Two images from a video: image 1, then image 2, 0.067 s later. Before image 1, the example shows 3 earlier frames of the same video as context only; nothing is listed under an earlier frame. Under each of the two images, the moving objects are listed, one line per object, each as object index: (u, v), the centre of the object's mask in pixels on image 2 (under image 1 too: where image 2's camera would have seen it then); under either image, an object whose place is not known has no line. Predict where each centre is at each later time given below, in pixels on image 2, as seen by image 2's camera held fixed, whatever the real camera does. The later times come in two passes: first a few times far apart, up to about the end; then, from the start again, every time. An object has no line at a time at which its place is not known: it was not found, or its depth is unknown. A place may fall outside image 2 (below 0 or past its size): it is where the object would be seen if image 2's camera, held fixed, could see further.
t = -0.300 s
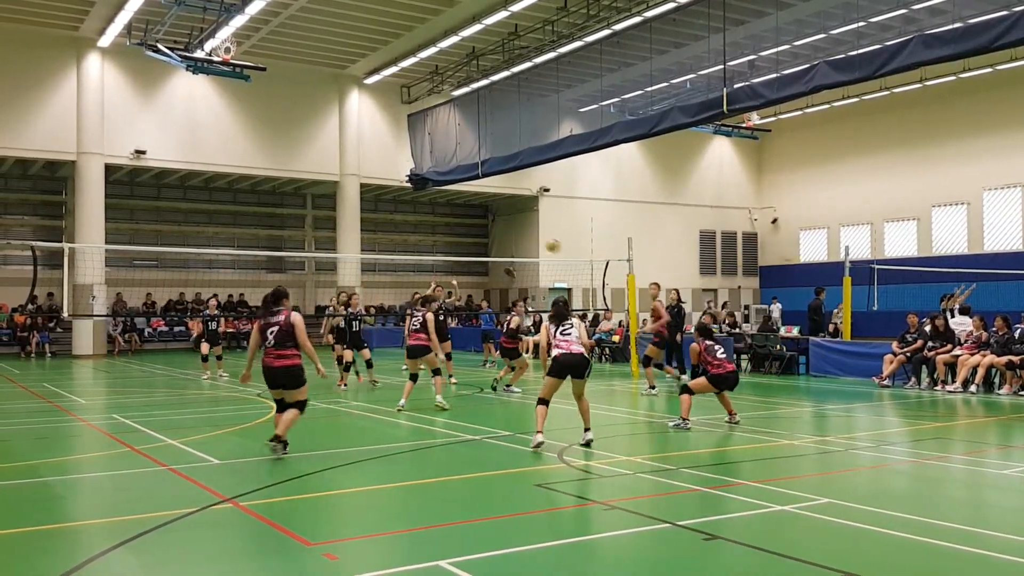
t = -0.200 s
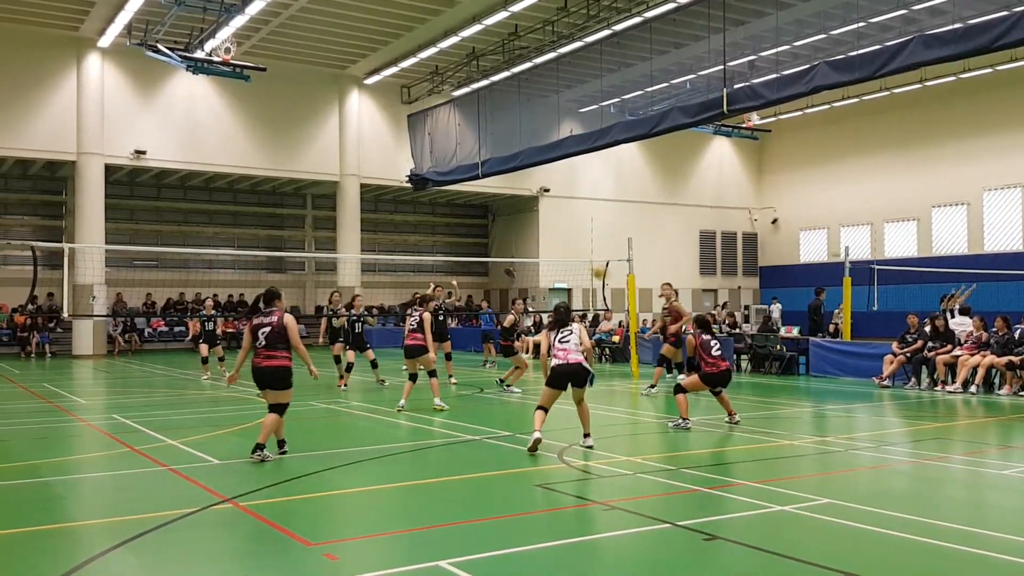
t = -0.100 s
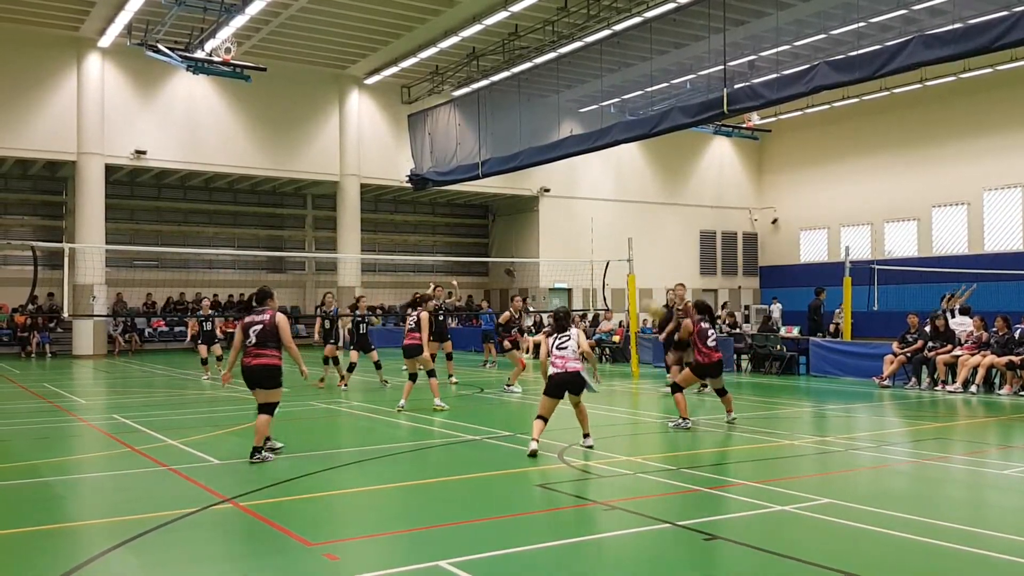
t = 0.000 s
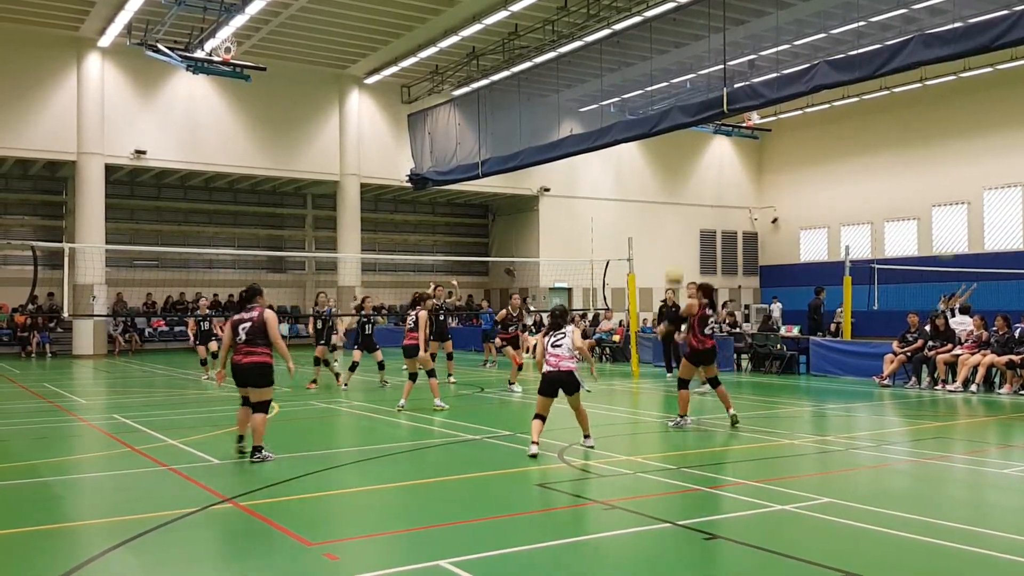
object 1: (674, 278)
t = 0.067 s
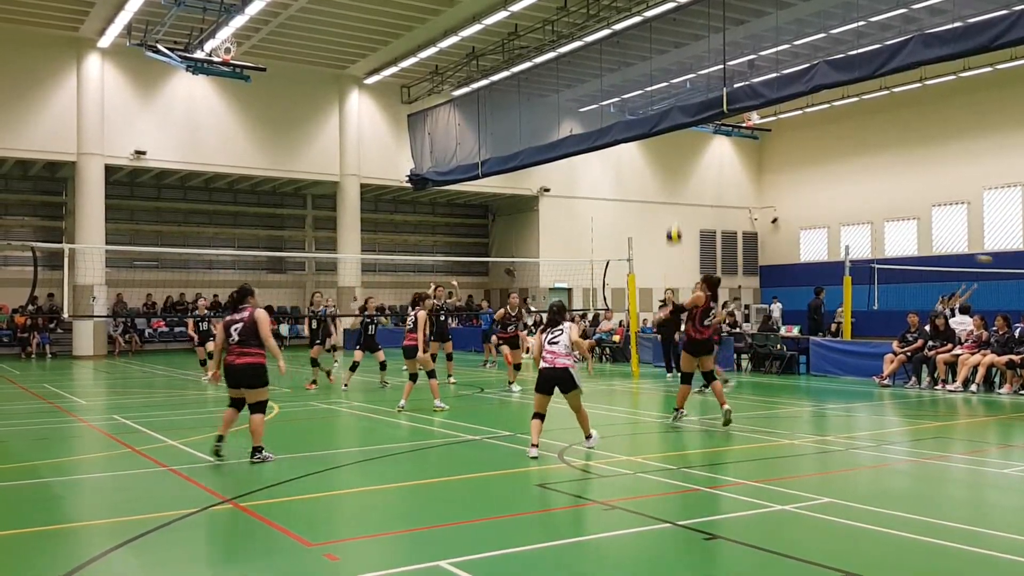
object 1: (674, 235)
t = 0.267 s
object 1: (673, 132)
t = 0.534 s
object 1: (676, 57)
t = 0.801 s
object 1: (679, 42)
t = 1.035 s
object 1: (682, 72)
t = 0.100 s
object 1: (673, 215)
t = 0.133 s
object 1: (673, 198)
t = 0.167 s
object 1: (673, 178)
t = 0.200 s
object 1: (673, 161)
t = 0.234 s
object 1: (673, 146)
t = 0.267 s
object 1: (673, 132)
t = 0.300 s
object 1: (674, 120)
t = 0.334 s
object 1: (674, 108)
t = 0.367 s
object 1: (674, 96)
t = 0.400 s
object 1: (674, 87)
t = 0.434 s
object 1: (675, 78)
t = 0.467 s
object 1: (675, 70)
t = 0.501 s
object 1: (676, 63)
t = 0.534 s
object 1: (676, 57)
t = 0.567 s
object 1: (677, 52)
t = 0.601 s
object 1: (677, 48)
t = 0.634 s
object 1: (678, 45)
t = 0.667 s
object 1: (677, 42)
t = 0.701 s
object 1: (678, 41)
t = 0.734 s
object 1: (679, 40)
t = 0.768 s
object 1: (679, 41)
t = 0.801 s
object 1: (679, 42)
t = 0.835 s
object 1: (680, 43)
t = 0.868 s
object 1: (680, 46)
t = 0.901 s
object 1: (680, 50)
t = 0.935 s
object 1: (681, 54)
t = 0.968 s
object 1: (681, 59)
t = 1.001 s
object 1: (681, 65)
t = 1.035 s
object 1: (682, 72)
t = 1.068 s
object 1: (682, 80)
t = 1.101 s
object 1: (683, 89)
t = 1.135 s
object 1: (683, 98)
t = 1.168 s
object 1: (684, 108)
